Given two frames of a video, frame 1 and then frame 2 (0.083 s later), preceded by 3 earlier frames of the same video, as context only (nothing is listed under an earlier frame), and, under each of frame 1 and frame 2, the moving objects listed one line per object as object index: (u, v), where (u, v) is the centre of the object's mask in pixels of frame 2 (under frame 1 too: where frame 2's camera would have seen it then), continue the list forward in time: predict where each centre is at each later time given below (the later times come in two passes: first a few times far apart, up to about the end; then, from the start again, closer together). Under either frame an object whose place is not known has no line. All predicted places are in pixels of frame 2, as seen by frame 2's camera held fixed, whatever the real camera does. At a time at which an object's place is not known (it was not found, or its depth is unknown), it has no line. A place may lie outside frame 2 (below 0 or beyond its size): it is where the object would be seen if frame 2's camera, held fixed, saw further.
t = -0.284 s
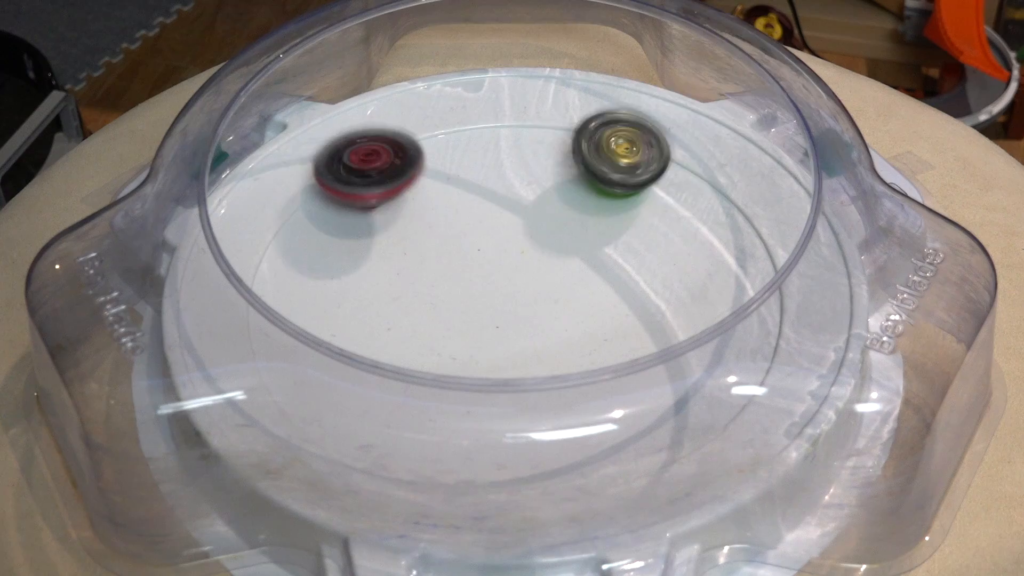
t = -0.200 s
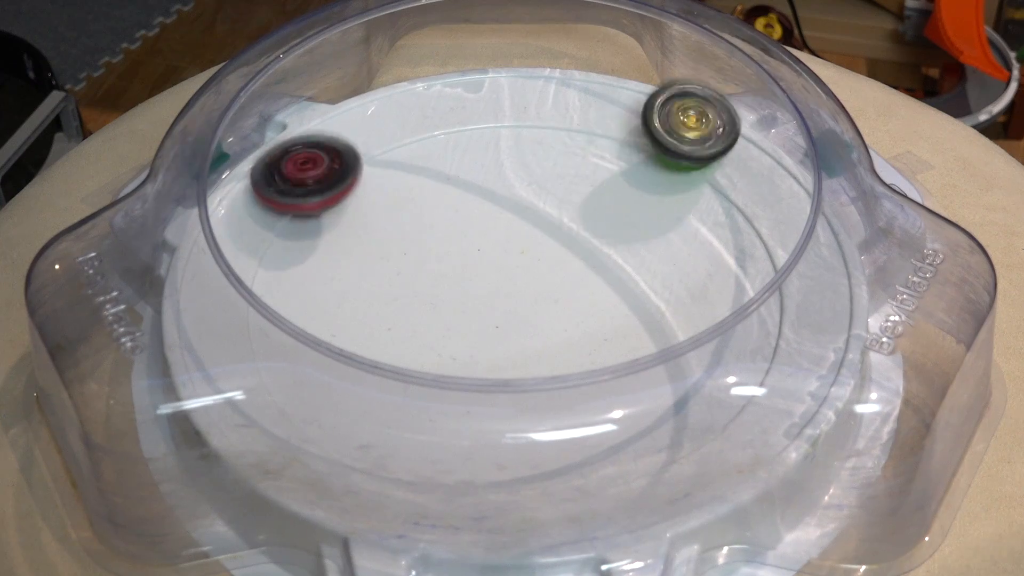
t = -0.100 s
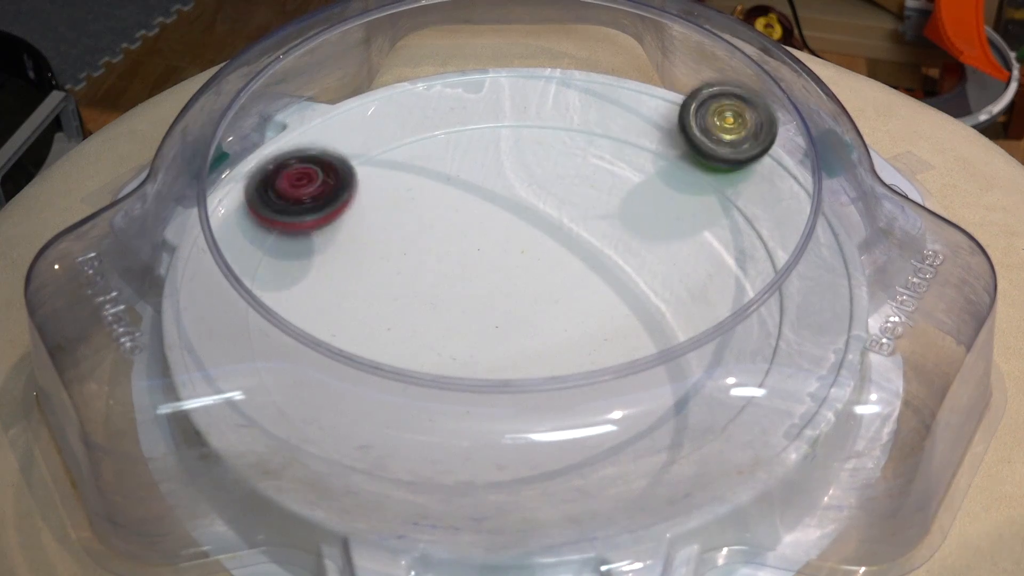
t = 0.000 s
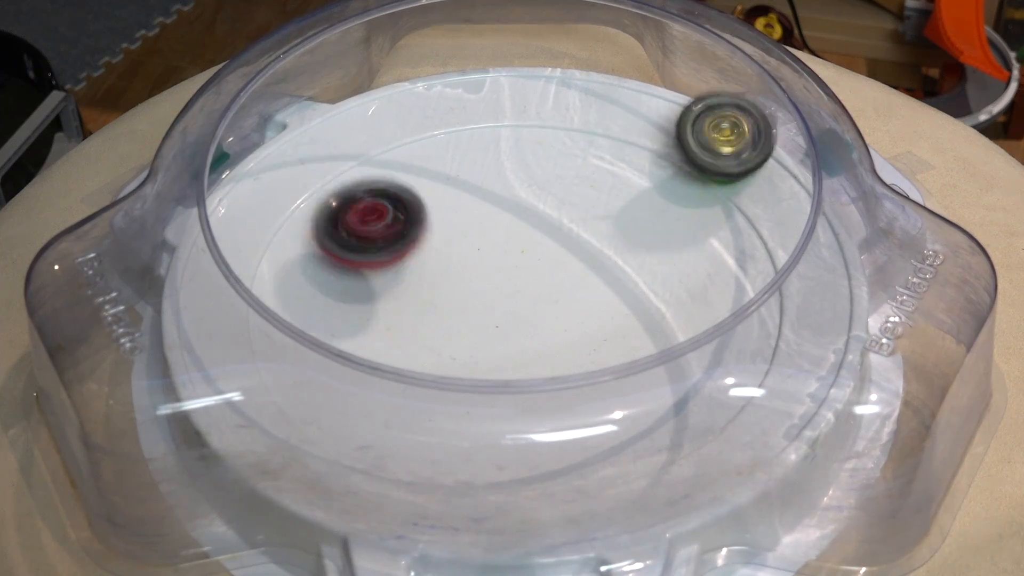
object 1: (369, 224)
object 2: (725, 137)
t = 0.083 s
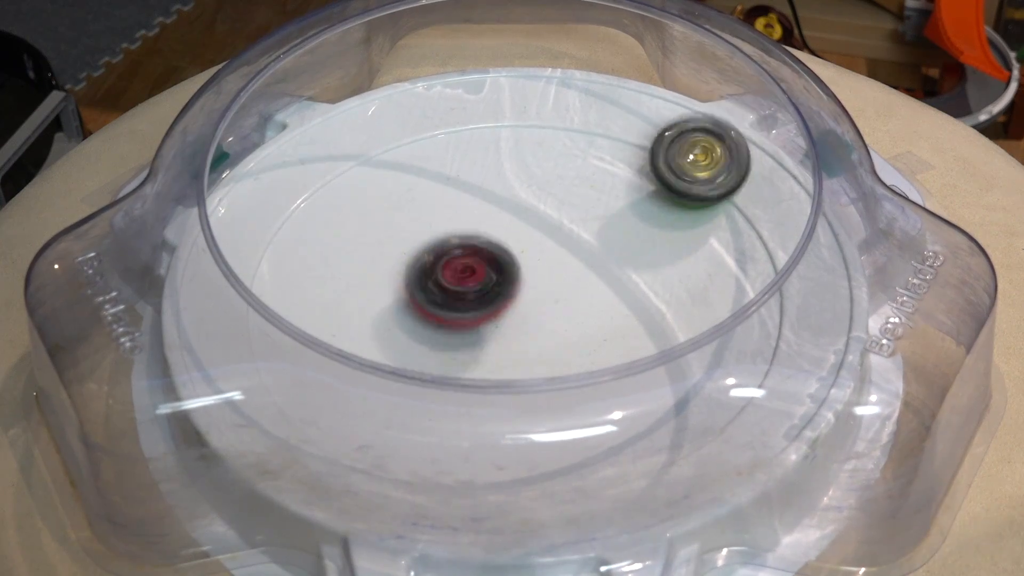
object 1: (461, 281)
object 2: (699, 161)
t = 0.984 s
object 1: (518, 246)
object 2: (656, 354)
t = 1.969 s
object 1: (505, 266)
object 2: (540, 421)
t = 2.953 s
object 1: (476, 254)
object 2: (607, 273)
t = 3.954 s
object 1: (451, 308)
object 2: (566, 333)
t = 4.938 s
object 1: (370, 302)
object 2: (595, 268)
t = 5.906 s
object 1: (324, 308)
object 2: (707, 232)
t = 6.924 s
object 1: (362, 226)
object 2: (676, 360)
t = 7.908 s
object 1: (500, 339)
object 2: (430, 244)
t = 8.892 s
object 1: (480, 286)
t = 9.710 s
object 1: (495, 279)
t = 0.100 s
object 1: (480, 291)
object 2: (690, 168)
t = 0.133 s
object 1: (519, 299)
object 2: (668, 181)
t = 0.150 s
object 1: (537, 304)
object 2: (657, 189)
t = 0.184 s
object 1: (573, 314)
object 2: (632, 205)
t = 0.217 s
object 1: (600, 315)
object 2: (604, 222)
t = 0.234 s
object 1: (614, 319)
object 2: (590, 230)
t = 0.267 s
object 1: (632, 314)
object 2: (563, 245)
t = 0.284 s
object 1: (638, 316)
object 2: (550, 252)
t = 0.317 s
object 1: (648, 314)
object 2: (525, 269)
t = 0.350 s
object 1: (650, 313)
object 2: (500, 280)
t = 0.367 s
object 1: (650, 317)
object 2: (489, 288)
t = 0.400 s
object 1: (641, 311)
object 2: (470, 298)
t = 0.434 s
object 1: (628, 316)
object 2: (453, 310)
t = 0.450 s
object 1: (617, 314)
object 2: (446, 318)
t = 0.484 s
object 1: (594, 316)
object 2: (437, 328)
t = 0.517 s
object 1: (565, 309)
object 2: (433, 336)
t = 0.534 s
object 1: (551, 309)
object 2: (434, 337)
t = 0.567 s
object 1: (524, 301)
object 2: (433, 358)
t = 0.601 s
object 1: (512, 280)
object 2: (423, 382)
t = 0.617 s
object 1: (509, 271)
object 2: (421, 390)
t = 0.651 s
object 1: (503, 253)
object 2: (421, 408)
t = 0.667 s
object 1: (501, 245)
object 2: (423, 416)
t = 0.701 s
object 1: (495, 234)
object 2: (432, 433)
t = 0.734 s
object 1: (490, 227)
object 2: (450, 441)
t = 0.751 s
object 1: (489, 222)
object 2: (461, 441)
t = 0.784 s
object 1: (485, 214)
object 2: (484, 442)
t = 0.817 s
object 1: (486, 216)
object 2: (511, 437)
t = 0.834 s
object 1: (487, 214)
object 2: (527, 434)
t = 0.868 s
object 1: (492, 212)
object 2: (560, 425)
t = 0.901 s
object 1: (499, 216)
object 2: (593, 404)
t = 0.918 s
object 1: (504, 219)
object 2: (608, 397)
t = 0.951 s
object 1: (513, 234)
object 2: (633, 379)
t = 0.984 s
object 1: (518, 246)
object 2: (656, 354)
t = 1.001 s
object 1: (523, 249)
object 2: (665, 341)
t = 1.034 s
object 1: (533, 266)
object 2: (678, 310)
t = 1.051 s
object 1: (538, 271)
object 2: (687, 301)
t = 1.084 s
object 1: (548, 286)
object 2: (699, 283)
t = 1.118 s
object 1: (561, 297)
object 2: (701, 261)
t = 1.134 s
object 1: (567, 304)
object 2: (700, 249)
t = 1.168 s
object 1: (574, 312)
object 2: (692, 229)
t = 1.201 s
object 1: (580, 320)
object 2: (675, 214)
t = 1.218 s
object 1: (583, 322)
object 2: (664, 208)
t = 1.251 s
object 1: (584, 323)
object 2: (641, 198)
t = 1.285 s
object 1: (580, 327)
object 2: (613, 193)
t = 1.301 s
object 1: (578, 326)
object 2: (598, 193)
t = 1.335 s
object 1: (569, 319)
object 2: (567, 195)
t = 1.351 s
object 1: (565, 321)
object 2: (552, 199)
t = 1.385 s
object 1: (550, 316)
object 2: (521, 208)
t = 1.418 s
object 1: (535, 310)
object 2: (491, 221)
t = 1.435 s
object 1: (528, 307)
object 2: (478, 228)
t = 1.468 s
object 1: (515, 304)
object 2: (449, 241)
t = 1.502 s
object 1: (512, 309)
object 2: (414, 247)
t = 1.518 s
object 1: (511, 312)
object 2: (398, 250)
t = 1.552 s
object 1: (506, 316)
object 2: (371, 260)
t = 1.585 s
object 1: (499, 318)
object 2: (350, 273)
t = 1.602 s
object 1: (495, 319)
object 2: (343, 280)
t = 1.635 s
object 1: (487, 318)
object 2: (333, 296)
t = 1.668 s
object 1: (480, 313)
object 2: (334, 309)
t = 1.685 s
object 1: (478, 312)
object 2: (338, 315)
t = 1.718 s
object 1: (477, 307)
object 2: (339, 347)
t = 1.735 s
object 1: (476, 304)
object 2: (347, 353)
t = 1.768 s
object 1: (474, 297)
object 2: (361, 376)
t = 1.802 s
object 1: (472, 290)
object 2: (383, 395)
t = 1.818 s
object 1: (473, 287)
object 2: (393, 410)
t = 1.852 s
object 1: (475, 281)
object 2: (424, 420)
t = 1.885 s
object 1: (481, 276)
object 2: (457, 426)
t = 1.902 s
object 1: (485, 273)
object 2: (475, 427)
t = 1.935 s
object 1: (494, 269)
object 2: (508, 425)
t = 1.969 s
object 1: (505, 266)
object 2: (540, 421)
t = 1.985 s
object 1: (510, 266)
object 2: (553, 409)
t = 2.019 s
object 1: (521, 266)
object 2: (578, 388)
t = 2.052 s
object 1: (529, 266)
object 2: (593, 371)
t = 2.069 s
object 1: (532, 268)
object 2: (599, 363)
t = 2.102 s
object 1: (536, 273)
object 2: (606, 336)
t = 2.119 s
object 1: (534, 274)
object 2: (610, 330)
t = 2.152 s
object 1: (506, 258)
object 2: (637, 324)
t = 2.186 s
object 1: (483, 242)
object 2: (658, 317)
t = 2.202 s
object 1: (473, 233)
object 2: (666, 314)
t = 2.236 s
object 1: (455, 219)
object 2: (677, 307)
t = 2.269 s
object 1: (441, 211)
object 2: (684, 300)
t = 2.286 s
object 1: (436, 206)
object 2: (684, 297)
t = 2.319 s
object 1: (430, 199)
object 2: (679, 289)
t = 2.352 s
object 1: (430, 192)
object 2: (667, 276)
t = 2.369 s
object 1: (431, 195)
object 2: (659, 269)
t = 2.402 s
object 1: (439, 194)
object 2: (638, 257)
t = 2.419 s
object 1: (444, 200)
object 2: (625, 252)
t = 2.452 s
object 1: (460, 206)
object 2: (599, 244)
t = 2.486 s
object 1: (467, 215)
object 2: (582, 240)
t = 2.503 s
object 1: (444, 213)
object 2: (598, 242)
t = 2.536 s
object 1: (401, 205)
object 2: (625, 246)
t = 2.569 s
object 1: (363, 199)
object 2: (647, 251)
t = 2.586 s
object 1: (346, 197)
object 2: (656, 253)
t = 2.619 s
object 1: (320, 191)
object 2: (668, 257)
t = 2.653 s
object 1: (300, 189)
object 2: (674, 261)
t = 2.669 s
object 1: (294, 186)
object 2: (676, 262)
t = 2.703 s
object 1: (290, 186)
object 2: (675, 264)
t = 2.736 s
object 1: (296, 195)
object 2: (672, 265)
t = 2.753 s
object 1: (303, 201)
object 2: (669, 265)
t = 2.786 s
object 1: (322, 208)
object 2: (662, 265)
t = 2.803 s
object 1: (333, 218)
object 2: (658, 264)
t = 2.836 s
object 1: (360, 223)
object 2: (648, 265)
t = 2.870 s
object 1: (392, 236)
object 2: (637, 266)
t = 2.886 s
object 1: (408, 237)
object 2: (632, 266)
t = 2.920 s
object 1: (443, 251)
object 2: (620, 269)
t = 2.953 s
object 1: (476, 254)
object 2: (607, 273)
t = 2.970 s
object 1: (492, 262)
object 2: (602, 276)
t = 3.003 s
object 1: (482, 259)
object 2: (623, 282)
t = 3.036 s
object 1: (469, 269)
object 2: (644, 286)
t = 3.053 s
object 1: (464, 269)
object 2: (653, 287)
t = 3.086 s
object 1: (456, 273)
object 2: (669, 289)
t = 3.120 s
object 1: (450, 276)
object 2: (681, 289)
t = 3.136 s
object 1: (447, 279)
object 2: (685, 288)
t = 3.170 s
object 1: (441, 284)
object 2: (691, 285)
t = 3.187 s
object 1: (437, 284)
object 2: (692, 284)
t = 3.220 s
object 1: (432, 286)
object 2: (690, 280)
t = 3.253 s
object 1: (428, 291)
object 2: (683, 277)
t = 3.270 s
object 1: (425, 288)
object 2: (680, 275)
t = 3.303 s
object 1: (420, 291)
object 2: (669, 272)
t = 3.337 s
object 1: (416, 293)
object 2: (657, 271)
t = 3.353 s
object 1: (414, 292)
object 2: (649, 271)
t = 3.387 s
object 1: (411, 294)
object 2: (632, 275)
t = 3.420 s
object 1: (407, 295)
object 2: (611, 282)
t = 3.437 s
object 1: (406, 294)
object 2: (600, 285)
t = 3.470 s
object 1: (406, 291)
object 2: (577, 292)
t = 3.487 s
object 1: (408, 291)
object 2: (567, 297)
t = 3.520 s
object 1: (410, 290)
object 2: (546, 305)
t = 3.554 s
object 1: (414, 287)
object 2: (527, 314)
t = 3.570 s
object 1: (408, 285)
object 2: (528, 321)
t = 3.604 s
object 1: (385, 276)
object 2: (542, 334)
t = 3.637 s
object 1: (365, 268)
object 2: (552, 339)
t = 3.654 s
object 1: (357, 265)
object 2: (556, 342)
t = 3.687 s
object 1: (349, 261)
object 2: (566, 347)
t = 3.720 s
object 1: (345, 262)
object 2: (573, 359)
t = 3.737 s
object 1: (344, 264)
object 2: (576, 361)
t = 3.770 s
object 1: (348, 269)
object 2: (581, 361)
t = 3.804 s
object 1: (358, 277)
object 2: (582, 358)
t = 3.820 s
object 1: (364, 282)
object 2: (581, 355)
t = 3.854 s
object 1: (381, 290)
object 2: (578, 344)
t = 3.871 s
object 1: (392, 294)
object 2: (576, 342)
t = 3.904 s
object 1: (417, 300)
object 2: (575, 337)
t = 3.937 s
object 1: (439, 305)
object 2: (570, 334)
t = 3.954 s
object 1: (451, 308)
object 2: (566, 333)
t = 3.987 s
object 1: (437, 302)
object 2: (592, 331)
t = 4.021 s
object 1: (411, 293)
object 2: (619, 326)
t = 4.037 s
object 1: (401, 289)
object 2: (630, 324)
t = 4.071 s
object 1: (384, 280)
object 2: (642, 321)
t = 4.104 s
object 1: (372, 271)
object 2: (648, 318)
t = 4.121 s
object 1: (370, 267)
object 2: (649, 316)
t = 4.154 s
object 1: (367, 263)
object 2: (648, 313)
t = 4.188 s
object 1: (369, 260)
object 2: (642, 310)
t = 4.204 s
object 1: (372, 260)
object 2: (637, 308)
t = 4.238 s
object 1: (381, 261)
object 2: (626, 303)
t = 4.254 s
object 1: (386, 263)
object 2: (621, 301)
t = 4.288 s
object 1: (402, 267)
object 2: (607, 297)
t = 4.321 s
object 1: (419, 272)
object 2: (592, 295)
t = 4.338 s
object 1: (429, 273)
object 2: (585, 294)
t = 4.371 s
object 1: (451, 276)
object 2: (571, 292)
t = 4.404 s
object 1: (438, 271)
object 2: (586, 291)
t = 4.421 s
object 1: (427, 268)
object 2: (595, 289)
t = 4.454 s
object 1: (409, 265)
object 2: (610, 286)
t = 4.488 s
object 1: (394, 260)
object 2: (621, 285)
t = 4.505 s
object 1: (390, 259)
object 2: (624, 285)
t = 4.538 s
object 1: (380, 256)
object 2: (623, 285)
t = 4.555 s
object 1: (377, 254)
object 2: (621, 284)
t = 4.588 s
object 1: (375, 254)
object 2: (616, 284)
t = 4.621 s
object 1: (374, 255)
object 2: (605, 281)
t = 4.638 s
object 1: (377, 256)
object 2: (599, 280)
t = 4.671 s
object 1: (382, 262)
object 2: (585, 277)
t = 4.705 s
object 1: (392, 267)
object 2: (570, 276)
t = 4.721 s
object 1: (398, 270)
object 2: (562, 276)
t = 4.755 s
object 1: (412, 277)
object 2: (549, 276)
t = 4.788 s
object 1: (424, 286)
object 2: (543, 277)
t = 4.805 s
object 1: (417, 289)
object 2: (552, 275)
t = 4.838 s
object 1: (405, 295)
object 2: (569, 272)
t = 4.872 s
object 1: (391, 299)
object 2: (584, 269)
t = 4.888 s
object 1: (385, 301)
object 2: (587, 269)
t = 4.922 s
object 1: (376, 302)
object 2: (593, 268)
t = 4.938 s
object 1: (370, 302)
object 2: (595, 268)
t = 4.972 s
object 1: (365, 301)
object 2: (595, 269)
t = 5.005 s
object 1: (362, 296)
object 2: (590, 271)
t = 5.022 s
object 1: (365, 294)
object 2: (587, 273)
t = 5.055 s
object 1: (370, 289)
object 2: (582, 275)
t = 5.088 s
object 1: (382, 285)
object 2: (573, 279)
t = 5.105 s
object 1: (387, 282)
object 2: (569, 281)
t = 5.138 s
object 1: (401, 276)
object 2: (563, 285)
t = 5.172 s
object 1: (412, 271)
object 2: (553, 287)
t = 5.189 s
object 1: (420, 268)
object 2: (549, 290)
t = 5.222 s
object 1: (432, 266)
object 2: (546, 292)
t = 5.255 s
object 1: (435, 263)
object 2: (555, 295)
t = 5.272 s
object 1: (436, 262)
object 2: (561, 297)
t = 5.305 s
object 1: (441, 261)
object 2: (575, 302)
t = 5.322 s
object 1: (444, 263)
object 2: (579, 304)
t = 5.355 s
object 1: (455, 268)
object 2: (589, 309)
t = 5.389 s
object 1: (467, 275)
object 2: (598, 309)
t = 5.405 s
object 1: (476, 280)
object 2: (599, 309)
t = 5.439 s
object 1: (488, 292)
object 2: (605, 307)
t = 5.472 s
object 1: (488, 303)
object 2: (624, 305)
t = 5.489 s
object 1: (482, 308)
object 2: (632, 304)
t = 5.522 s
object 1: (473, 320)
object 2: (646, 302)
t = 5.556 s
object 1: (464, 328)
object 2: (653, 299)
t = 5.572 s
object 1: (462, 331)
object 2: (655, 299)
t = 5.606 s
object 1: (457, 336)
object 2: (655, 297)
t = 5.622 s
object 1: (459, 337)
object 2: (652, 296)
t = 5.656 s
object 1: (460, 339)
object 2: (644, 296)
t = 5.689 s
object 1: (467, 340)
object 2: (636, 295)
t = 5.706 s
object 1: (470, 339)
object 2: (628, 296)
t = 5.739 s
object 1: (482, 336)
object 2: (615, 298)
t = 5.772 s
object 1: (494, 330)
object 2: (602, 299)
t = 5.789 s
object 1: (474, 330)
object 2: (614, 293)
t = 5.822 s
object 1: (417, 330)
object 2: (652, 272)
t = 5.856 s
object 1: (371, 323)
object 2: (680, 254)
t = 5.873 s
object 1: (353, 318)
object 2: (691, 245)
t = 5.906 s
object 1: (324, 308)
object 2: (707, 232)
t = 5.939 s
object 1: (293, 308)
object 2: (714, 222)
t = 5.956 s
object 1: (285, 303)
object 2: (714, 219)
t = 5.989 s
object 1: (278, 296)
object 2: (712, 214)
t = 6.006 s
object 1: (280, 294)
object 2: (709, 213)
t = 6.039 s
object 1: (293, 282)
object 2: (702, 213)
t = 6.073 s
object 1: (304, 280)
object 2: (691, 215)
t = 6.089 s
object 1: (314, 278)
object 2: (685, 217)
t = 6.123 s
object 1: (339, 271)
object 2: (673, 222)
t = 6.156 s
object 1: (367, 265)
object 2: (660, 226)
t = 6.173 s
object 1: (382, 262)
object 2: (652, 231)
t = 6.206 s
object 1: (411, 256)
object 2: (636, 238)
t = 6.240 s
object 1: (439, 251)
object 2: (622, 245)
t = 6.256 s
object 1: (453, 248)
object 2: (614, 249)
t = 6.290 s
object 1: (481, 248)
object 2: (599, 258)
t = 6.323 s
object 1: (454, 236)
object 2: (629, 269)
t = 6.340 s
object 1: (434, 232)
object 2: (651, 276)
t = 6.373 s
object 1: (404, 222)
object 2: (680, 287)
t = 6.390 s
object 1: (390, 220)
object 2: (694, 289)
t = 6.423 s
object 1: (368, 216)
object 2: (710, 291)
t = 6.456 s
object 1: (352, 216)
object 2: (726, 307)
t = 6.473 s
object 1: (344, 218)
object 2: (729, 309)
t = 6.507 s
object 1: (337, 225)
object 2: (728, 315)
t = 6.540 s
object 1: (339, 235)
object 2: (724, 319)
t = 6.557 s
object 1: (341, 239)
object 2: (718, 321)
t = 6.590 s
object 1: (354, 253)
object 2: (707, 321)
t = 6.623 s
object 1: (374, 265)
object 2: (690, 322)
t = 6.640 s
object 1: (385, 269)
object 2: (682, 322)
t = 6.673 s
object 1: (409, 278)
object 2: (660, 318)
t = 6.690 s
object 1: (422, 284)
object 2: (651, 318)
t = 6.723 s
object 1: (448, 289)
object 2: (630, 321)
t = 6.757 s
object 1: (472, 293)
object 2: (610, 323)
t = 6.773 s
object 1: (483, 293)
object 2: (597, 325)
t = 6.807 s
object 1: (459, 281)
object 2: (612, 328)
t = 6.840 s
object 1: (426, 264)
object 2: (641, 332)
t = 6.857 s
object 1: (409, 255)
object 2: (653, 344)
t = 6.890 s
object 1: (382, 240)
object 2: (668, 349)
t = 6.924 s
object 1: (362, 226)
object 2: (676, 360)
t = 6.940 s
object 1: (356, 221)
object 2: (674, 362)
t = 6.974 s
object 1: (345, 213)
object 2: (666, 365)
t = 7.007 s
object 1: (340, 207)
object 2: (654, 369)
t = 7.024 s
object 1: (338, 206)
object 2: (642, 372)
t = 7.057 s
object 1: (341, 207)
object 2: (622, 365)
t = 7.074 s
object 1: (346, 209)
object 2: (616, 367)
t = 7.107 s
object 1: (356, 214)
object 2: (599, 369)
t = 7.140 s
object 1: (370, 221)
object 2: (578, 369)
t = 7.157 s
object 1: (377, 226)
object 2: (570, 368)
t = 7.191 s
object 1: (396, 236)
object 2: (552, 366)
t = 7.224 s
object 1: (417, 246)
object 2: (530, 365)
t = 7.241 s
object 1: (429, 250)
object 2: (520, 354)
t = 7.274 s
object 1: (452, 259)
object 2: (505, 352)
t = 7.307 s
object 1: (474, 266)
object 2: (485, 348)
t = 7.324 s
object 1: (483, 269)
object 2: (475, 347)
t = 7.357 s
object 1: (504, 270)
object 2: (460, 346)
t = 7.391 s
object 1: (522, 271)
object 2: (444, 342)
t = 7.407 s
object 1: (531, 273)
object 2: (436, 340)
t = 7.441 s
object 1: (544, 272)
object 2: (422, 335)
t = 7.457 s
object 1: (548, 273)
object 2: (418, 335)
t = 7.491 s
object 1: (555, 277)
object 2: (411, 329)
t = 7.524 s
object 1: (560, 282)
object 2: (402, 321)
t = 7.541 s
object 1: (563, 283)
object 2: (399, 316)
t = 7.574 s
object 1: (565, 291)
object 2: (398, 307)
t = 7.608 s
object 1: (563, 300)
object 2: (394, 298)
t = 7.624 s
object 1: (560, 306)
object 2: (392, 291)
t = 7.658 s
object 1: (553, 315)
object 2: (392, 282)
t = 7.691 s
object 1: (543, 322)
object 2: (396, 276)
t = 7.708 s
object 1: (537, 324)
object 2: (397, 272)
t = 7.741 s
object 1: (526, 329)
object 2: (398, 265)
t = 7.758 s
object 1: (522, 331)
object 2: (400, 263)
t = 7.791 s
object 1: (513, 334)
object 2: (407, 258)
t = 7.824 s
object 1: (505, 337)
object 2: (412, 254)
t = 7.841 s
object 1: (502, 339)
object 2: (415, 253)
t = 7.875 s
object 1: (499, 339)
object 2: (420, 248)
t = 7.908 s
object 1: (500, 339)
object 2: (430, 244)
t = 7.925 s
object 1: (502, 339)
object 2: (435, 241)
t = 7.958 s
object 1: (506, 338)
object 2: (444, 241)
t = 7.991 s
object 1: (512, 335)
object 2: (451, 238)
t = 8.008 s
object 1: (517, 333)
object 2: (455, 236)
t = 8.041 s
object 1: (525, 330)
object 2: (466, 234)
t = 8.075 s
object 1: (533, 325)
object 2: (479, 233)
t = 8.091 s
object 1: (535, 320)
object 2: (483, 233)
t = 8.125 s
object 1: (544, 313)
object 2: (492, 232)
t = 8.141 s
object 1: (548, 311)
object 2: (498, 231)
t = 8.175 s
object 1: (554, 303)
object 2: (508, 227)
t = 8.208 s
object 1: (560, 296)
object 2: (518, 226)
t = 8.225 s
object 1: (572, 310)
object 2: (520, 213)
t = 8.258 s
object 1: (608, 349)
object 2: (503, 163)
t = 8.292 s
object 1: (644, 391)
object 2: (484, 115)
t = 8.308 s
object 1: (660, 411)
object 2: (479, 95)
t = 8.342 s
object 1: (672, 422)
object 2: (469, 74)
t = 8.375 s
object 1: (682, 442)
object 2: (461, 57)
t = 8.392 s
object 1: (682, 448)
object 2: (459, 51)
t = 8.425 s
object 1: (673, 447)
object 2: (452, 46)
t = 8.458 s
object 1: (660, 446)
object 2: (450, 41)
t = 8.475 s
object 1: (652, 443)
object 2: (450, 40)
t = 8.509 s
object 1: (636, 441)
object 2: (451, 37)
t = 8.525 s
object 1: (628, 437)
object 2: (451, 34)
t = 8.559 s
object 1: (613, 430)
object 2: (455, 32)
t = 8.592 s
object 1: (598, 425)
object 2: (460, 31)
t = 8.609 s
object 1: (591, 421)
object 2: (461, 34)
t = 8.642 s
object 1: (575, 412)
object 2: (462, 48)
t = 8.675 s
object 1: (560, 391)
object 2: (470, 48)
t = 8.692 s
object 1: (552, 379)
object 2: (477, 47)
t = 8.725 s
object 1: (538, 353)
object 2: (484, 49)
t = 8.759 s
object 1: (523, 344)
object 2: (485, 47)
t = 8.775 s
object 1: (515, 338)
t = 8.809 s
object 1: (502, 322)
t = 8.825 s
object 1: (496, 313)
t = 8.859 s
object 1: (486, 300)
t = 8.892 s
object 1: (480, 286)
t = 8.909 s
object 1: (477, 281)
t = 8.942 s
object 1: (474, 269)
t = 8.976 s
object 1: (474, 259)
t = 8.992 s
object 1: (472, 257)
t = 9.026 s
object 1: (474, 249)
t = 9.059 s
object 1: (475, 248)
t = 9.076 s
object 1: (477, 243)
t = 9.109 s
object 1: (478, 243)
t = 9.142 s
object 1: (481, 238)
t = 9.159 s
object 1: (484, 241)
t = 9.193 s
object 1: (486, 237)
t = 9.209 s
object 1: (489, 239)
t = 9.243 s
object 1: (490, 237)
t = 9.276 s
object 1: (494, 241)
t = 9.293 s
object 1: (493, 239)
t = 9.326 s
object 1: (498, 244)
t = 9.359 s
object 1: (500, 244)
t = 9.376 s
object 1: (503, 248)
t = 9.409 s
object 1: (504, 246)
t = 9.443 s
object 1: (507, 251)
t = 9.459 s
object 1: (506, 250)
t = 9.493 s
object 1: (507, 257)
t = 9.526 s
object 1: (506, 257)
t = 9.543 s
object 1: (505, 262)
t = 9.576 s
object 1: (503, 262)
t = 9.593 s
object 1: (504, 266)
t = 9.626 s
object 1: (500, 268)
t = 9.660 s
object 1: (499, 276)
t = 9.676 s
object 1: (497, 275)
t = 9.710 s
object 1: (495, 279)
